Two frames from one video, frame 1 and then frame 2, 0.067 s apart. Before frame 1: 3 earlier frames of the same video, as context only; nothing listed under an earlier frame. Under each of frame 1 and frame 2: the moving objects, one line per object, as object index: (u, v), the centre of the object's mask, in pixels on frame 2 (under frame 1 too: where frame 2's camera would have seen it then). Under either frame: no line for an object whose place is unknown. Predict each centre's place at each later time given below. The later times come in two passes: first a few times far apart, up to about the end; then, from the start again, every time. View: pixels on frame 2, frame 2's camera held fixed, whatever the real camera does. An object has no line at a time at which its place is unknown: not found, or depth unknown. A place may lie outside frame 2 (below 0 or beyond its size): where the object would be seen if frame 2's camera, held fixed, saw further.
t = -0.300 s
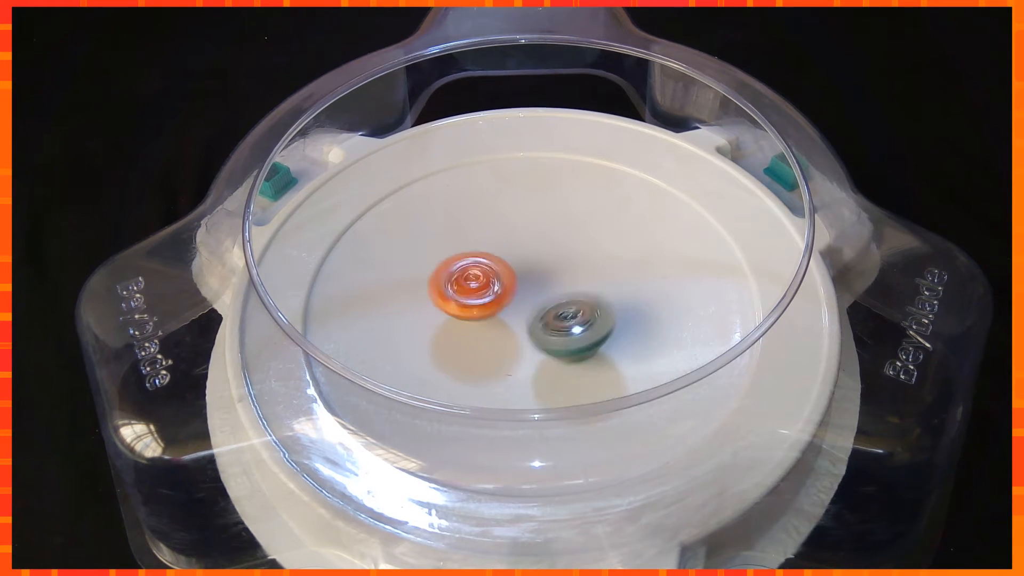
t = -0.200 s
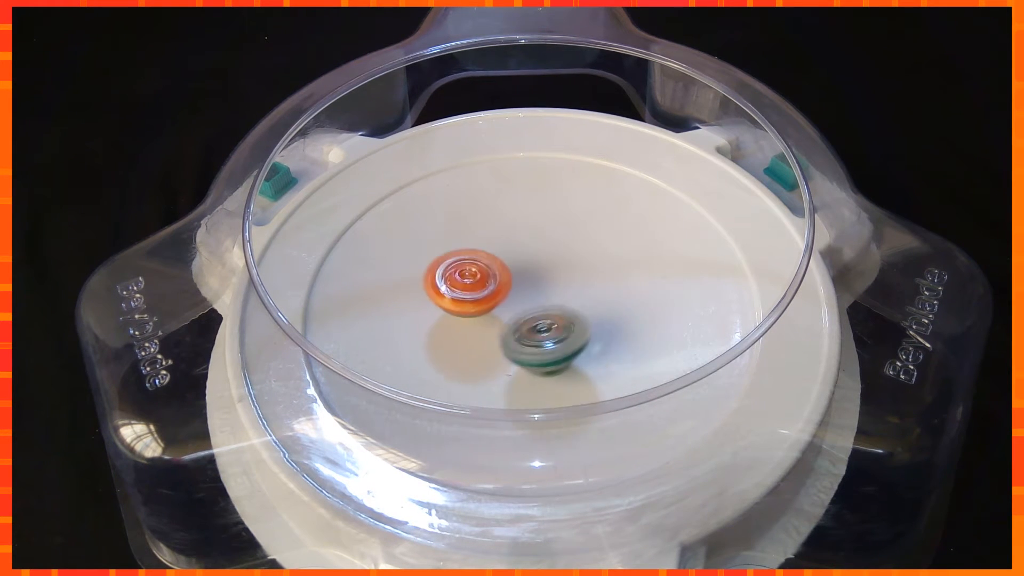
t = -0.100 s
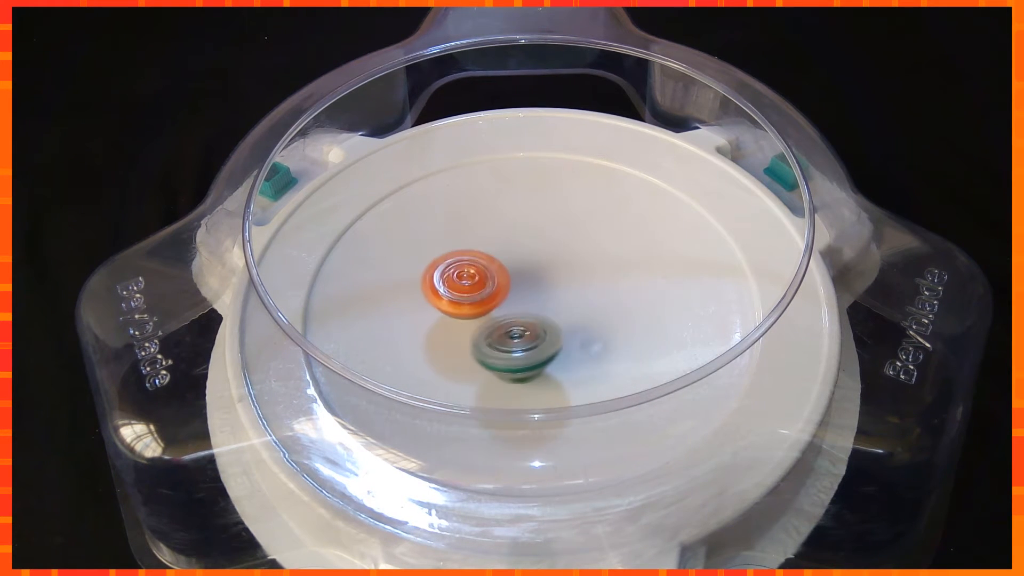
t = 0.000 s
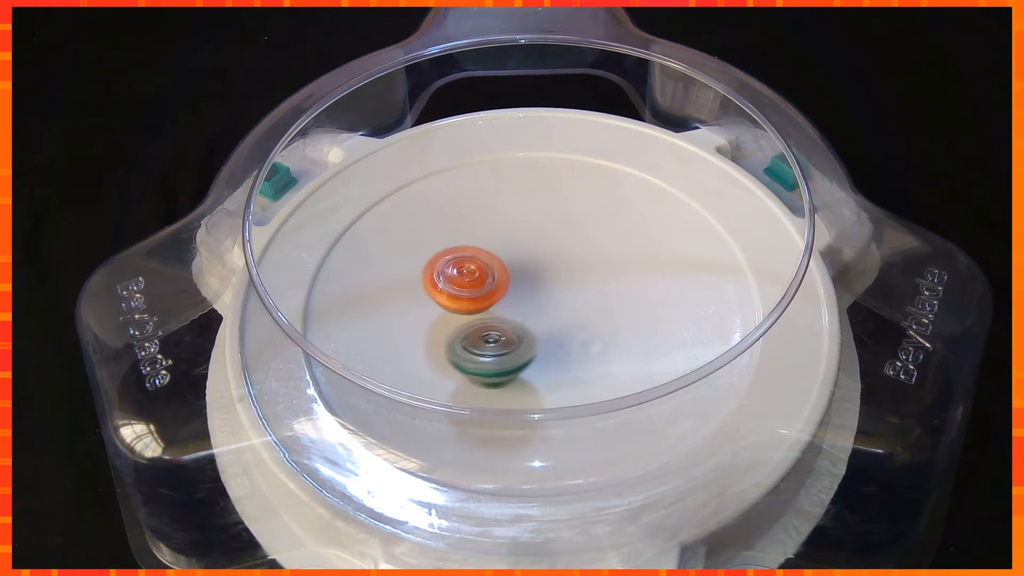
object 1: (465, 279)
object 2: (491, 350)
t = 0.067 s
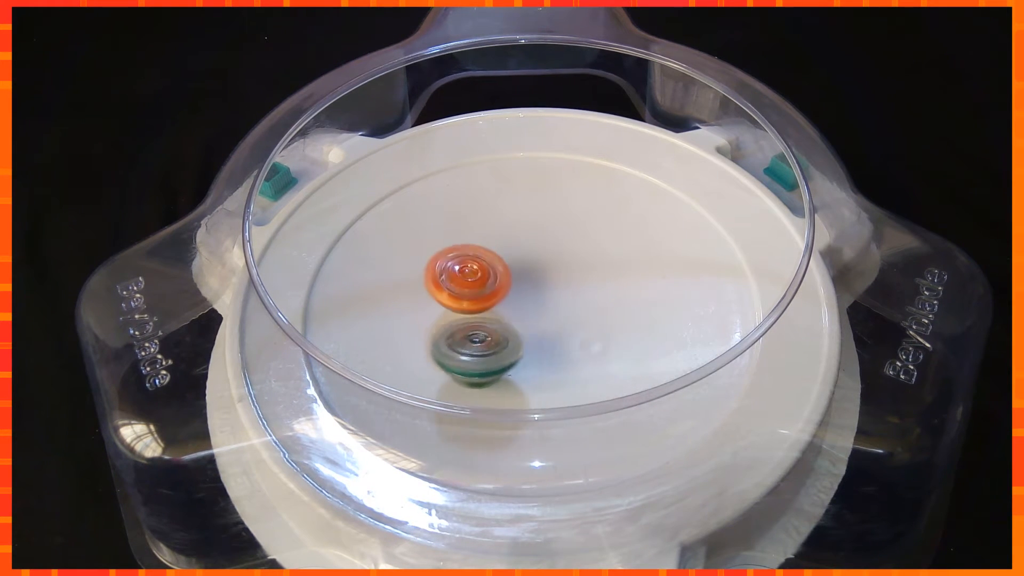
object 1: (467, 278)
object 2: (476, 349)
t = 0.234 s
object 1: (474, 275)
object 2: (442, 342)
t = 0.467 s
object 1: (493, 274)
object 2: (423, 320)
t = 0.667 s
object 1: (512, 274)
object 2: (421, 297)
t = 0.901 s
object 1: (548, 290)
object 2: (440, 276)
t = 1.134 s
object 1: (557, 316)
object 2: (485, 257)
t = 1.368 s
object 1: (541, 330)
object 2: (523, 248)
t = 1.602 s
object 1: (509, 327)
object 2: (556, 261)
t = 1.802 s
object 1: (478, 306)
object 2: (568, 285)
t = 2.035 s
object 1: (470, 275)
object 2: (553, 319)
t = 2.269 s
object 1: (489, 258)
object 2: (516, 338)
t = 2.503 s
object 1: (521, 259)
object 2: (481, 330)
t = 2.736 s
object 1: (556, 280)
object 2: (465, 303)
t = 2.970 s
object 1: (562, 310)
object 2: (478, 275)
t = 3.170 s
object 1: (539, 329)
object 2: (505, 259)
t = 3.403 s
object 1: (499, 329)
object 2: (540, 259)
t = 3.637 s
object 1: (467, 304)
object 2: (561, 276)
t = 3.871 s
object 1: (471, 272)
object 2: (557, 305)
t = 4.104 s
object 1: (502, 255)
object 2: (523, 325)
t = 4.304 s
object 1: (537, 259)
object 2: (490, 324)
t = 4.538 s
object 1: (564, 286)
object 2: (467, 306)
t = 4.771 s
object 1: (557, 318)
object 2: (474, 282)
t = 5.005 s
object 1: (515, 336)
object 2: (506, 266)
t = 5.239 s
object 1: (473, 318)
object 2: (541, 268)
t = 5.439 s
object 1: (463, 289)
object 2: (562, 280)
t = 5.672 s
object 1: (486, 258)
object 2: (556, 304)
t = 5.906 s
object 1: (529, 250)
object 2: (523, 325)
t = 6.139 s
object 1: (562, 275)
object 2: (482, 327)
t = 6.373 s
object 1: (559, 315)
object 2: (466, 308)
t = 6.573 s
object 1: (532, 338)
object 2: (468, 280)
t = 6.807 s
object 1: (486, 327)
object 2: (499, 256)
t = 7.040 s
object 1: (468, 287)
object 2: (540, 249)
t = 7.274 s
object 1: (487, 262)
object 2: (579, 265)
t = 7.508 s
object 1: (508, 264)
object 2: (592, 306)
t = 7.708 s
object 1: (519, 277)
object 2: (565, 338)
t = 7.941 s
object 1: (524, 282)
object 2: (485, 347)
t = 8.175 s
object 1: (526, 284)
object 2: (424, 293)
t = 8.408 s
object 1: (523, 282)
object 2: (445, 249)
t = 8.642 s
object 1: (520, 292)
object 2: (487, 230)
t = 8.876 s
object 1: (493, 312)
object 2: (543, 228)
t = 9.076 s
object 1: (480, 305)
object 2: (581, 254)
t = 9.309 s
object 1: (486, 288)
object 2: (578, 312)
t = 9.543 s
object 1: (485, 288)
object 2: (533, 352)
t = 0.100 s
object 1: (468, 278)
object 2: (470, 347)
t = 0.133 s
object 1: (468, 278)
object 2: (463, 348)
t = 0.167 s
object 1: (470, 277)
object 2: (456, 346)
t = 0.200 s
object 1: (472, 276)
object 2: (448, 345)
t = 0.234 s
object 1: (474, 275)
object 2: (442, 342)
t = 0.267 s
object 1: (476, 275)
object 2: (438, 340)
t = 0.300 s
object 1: (479, 275)
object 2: (436, 336)
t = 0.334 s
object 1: (483, 275)
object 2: (431, 334)
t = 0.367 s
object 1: (486, 275)
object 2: (427, 331)
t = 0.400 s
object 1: (488, 275)
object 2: (425, 328)
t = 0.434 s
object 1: (489, 274)
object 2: (425, 324)
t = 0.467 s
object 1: (493, 274)
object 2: (423, 320)
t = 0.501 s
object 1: (498, 272)
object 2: (421, 317)
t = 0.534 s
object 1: (500, 273)
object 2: (420, 313)
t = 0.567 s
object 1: (503, 273)
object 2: (421, 309)
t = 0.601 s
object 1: (505, 273)
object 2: (422, 305)
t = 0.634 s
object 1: (507, 274)
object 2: (423, 301)
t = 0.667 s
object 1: (512, 274)
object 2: (421, 297)
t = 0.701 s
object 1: (520, 275)
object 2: (419, 293)
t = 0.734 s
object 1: (525, 276)
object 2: (420, 290)
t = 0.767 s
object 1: (531, 279)
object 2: (423, 287)
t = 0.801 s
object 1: (536, 282)
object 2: (426, 284)
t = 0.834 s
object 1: (540, 284)
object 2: (429, 281)
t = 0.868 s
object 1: (544, 287)
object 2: (434, 278)
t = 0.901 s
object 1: (548, 290)
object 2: (440, 276)
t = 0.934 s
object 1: (550, 293)
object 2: (445, 274)
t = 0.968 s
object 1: (552, 297)
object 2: (451, 271)
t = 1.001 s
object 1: (553, 300)
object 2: (459, 270)
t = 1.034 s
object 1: (553, 303)
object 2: (466, 268)
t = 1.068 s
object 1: (552, 306)
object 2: (475, 266)
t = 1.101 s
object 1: (552, 309)
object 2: (483, 264)
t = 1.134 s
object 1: (557, 316)
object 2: (485, 257)
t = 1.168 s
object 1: (558, 320)
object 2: (490, 253)
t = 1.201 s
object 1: (556, 322)
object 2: (496, 251)
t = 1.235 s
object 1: (554, 325)
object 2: (502, 249)
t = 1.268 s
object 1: (551, 327)
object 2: (507, 248)
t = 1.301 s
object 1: (548, 329)
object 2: (512, 248)
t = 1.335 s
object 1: (544, 330)
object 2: (518, 247)
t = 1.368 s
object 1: (541, 330)
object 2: (523, 248)
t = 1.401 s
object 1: (538, 331)
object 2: (529, 248)
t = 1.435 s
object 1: (534, 331)
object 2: (534, 249)
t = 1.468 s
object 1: (530, 331)
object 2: (539, 251)
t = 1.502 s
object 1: (525, 331)
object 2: (544, 253)
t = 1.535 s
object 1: (520, 330)
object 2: (549, 255)
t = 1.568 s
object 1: (514, 329)
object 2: (553, 258)
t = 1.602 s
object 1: (509, 327)
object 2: (556, 261)
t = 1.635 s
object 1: (503, 324)
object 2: (559, 265)
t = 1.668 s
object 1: (498, 322)
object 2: (562, 269)
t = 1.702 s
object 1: (492, 318)
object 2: (564, 273)
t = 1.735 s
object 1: (487, 314)
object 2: (566, 276)
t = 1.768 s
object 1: (482, 310)
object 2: (568, 281)
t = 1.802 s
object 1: (478, 306)
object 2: (568, 285)
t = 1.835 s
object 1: (475, 302)
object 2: (568, 289)
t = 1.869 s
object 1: (472, 298)
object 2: (568, 294)
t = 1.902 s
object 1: (471, 293)
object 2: (567, 299)
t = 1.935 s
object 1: (470, 288)
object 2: (565, 305)
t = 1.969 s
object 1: (469, 284)
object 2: (561, 309)
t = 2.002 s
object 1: (469, 280)
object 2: (558, 314)
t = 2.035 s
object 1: (470, 275)
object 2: (553, 319)
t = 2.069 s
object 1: (472, 271)
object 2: (548, 323)
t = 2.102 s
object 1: (473, 268)
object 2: (543, 327)
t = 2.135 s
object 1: (476, 265)
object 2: (537, 330)
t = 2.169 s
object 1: (479, 262)
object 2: (532, 333)
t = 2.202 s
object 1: (482, 260)
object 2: (527, 335)
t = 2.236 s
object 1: (486, 259)
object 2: (522, 337)
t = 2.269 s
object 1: (489, 258)
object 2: (516, 338)
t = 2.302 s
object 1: (493, 257)
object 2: (511, 338)
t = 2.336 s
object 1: (497, 257)
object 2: (505, 338)
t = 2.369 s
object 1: (502, 257)
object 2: (500, 338)
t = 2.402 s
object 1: (506, 257)
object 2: (494, 337)
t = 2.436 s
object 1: (511, 257)
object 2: (489, 335)
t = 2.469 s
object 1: (516, 258)
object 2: (484, 333)
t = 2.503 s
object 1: (521, 259)
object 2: (481, 330)
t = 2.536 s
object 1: (526, 261)
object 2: (476, 327)
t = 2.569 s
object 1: (531, 263)
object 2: (473, 323)
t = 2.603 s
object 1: (536, 266)
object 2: (470, 319)
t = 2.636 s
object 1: (542, 269)
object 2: (468, 315)
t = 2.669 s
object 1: (547, 272)
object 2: (466, 312)
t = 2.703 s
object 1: (551, 276)
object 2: (465, 308)
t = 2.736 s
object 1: (556, 280)
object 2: (465, 303)
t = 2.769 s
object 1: (559, 284)
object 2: (465, 299)
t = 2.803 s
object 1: (562, 288)
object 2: (466, 295)
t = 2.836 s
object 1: (564, 292)
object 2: (468, 291)
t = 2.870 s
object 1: (564, 297)
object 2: (469, 286)
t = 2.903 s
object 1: (564, 301)
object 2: (471, 282)
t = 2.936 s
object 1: (564, 306)
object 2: (474, 278)
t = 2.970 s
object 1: (562, 310)
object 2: (478, 275)
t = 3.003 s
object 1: (559, 313)
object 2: (482, 271)
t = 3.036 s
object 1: (556, 317)
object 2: (486, 268)
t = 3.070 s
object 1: (553, 320)
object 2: (490, 265)
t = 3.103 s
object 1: (549, 324)
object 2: (495, 263)
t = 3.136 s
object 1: (544, 327)
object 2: (500, 261)
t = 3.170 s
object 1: (539, 329)
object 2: (505, 259)
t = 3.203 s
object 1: (534, 331)
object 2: (511, 258)
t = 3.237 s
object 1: (529, 332)
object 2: (516, 257)
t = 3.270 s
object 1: (524, 333)
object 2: (521, 256)
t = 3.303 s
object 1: (518, 333)
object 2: (526, 256)
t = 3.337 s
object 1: (512, 332)
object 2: (531, 256)
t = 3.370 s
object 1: (505, 331)
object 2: (535, 257)
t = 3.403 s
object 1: (499, 329)
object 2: (540, 259)
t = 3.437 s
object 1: (493, 327)
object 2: (544, 260)
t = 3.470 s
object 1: (486, 324)
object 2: (548, 262)
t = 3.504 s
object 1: (481, 321)
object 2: (552, 264)
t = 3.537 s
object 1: (476, 317)
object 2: (555, 267)
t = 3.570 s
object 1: (472, 313)
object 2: (557, 270)
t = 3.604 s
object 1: (469, 308)
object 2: (559, 273)
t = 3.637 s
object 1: (467, 304)
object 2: (561, 276)
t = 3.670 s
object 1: (465, 299)
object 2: (562, 280)
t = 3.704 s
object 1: (464, 294)
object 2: (563, 284)
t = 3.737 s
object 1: (464, 290)
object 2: (563, 288)
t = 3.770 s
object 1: (465, 285)
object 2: (563, 292)
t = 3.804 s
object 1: (466, 281)
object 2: (562, 296)
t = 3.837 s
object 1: (468, 276)
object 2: (560, 301)
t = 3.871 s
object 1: (471, 272)
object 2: (557, 305)
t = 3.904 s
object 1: (474, 268)
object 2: (554, 309)
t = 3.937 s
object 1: (478, 265)
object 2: (548, 312)
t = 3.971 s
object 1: (482, 262)
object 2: (544, 316)
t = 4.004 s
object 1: (487, 259)
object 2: (539, 319)
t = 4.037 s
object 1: (492, 258)
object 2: (534, 321)
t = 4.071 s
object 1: (497, 256)
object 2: (528, 323)
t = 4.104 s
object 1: (502, 255)
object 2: (523, 325)
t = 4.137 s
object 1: (508, 255)
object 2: (517, 325)
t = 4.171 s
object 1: (514, 254)
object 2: (513, 325)
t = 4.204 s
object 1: (520, 255)
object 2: (505, 327)
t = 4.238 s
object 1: (526, 256)
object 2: (500, 326)
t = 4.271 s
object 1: (531, 257)
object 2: (495, 326)
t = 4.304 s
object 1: (537, 259)
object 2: (490, 324)
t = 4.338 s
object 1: (542, 262)
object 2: (485, 323)
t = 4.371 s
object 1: (546, 265)
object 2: (481, 321)
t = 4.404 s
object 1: (550, 268)
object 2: (477, 318)
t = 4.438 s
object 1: (554, 272)
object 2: (473, 315)
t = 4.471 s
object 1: (558, 277)
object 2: (471, 312)
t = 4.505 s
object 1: (561, 281)
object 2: (469, 309)
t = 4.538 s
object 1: (564, 286)
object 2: (467, 306)
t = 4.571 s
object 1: (565, 291)
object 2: (467, 302)
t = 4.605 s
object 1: (566, 295)
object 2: (466, 298)
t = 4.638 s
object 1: (565, 301)
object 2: (467, 295)
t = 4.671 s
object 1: (565, 306)
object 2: (468, 291)
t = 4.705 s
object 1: (563, 310)
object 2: (470, 288)
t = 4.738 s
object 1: (560, 314)
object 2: (471, 285)
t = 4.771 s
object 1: (557, 318)
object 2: (474, 282)
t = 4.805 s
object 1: (552, 322)
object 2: (477, 279)
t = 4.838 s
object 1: (546, 326)
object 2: (481, 277)
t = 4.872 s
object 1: (540, 330)
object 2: (486, 274)
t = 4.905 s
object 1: (534, 332)
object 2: (491, 271)
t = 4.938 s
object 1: (528, 334)
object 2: (495, 269)
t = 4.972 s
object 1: (521, 335)
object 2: (501, 268)
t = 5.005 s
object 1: (515, 336)
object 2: (506, 266)
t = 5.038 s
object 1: (508, 335)
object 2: (511, 265)
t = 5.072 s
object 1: (501, 334)
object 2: (517, 265)
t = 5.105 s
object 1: (495, 333)
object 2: (522, 265)
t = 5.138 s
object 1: (489, 330)
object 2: (527, 265)
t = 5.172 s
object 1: (483, 326)
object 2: (532, 265)
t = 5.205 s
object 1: (478, 323)
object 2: (537, 266)
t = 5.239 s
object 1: (473, 318)
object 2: (541, 268)
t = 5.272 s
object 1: (469, 314)
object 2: (545, 269)
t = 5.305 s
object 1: (466, 309)
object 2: (549, 271)
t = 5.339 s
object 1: (464, 304)
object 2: (553, 273)
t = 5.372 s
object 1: (462, 299)
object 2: (556, 276)
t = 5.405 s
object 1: (462, 294)
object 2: (559, 278)
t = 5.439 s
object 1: (463, 289)
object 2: (562, 280)
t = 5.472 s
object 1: (464, 284)
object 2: (563, 283)
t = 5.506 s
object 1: (467, 279)
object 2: (563, 286)
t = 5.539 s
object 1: (469, 274)
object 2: (563, 290)
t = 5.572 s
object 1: (473, 269)
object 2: (563, 294)
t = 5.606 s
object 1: (477, 264)
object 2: (561, 297)
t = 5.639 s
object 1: (482, 261)
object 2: (559, 301)
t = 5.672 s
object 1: (486, 258)
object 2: (556, 304)
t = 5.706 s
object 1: (492, 256)
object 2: (552, 309)
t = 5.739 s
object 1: (498, 254)
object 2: (548, 311)
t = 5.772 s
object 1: (504, 252)
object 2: (544, 315)
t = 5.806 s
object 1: (511, 250)
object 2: (540, 318)
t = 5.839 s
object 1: (517, 249)
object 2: (534, 321)
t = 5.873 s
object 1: (523, 249)
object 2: (529, 323)
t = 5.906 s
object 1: (529, 250)
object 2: (523, 325)
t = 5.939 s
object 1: (534, 252)
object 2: (516, 327)
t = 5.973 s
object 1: (539, 255)
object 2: (510, 328)
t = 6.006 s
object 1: (544, 258)
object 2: (503, 329)
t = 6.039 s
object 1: (550, 262)
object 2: (497, 329)
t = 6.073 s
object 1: (555, 266)
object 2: (492, 328)
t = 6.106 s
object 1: (559, 270)
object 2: (486, 328)
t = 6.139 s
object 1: (562, 275)
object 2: (482, 327)
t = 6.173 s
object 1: (564, 281)
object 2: (479, 325)
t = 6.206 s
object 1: (565, 287)
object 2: (475, 323)
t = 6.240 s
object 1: (566, 293)
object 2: (472, 320)
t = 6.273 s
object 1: (566, 299)
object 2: (469, 318)
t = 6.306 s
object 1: (565, 305)
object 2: (467, 315)
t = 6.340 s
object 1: (562, 310)
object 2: (466, 311)
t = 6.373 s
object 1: (559, 315)
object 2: (466, 308)
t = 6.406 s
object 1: (556, 321)
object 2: (465, 304)
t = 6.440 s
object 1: (553, 327)
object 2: (463, 299)
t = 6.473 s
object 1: (549, 332)
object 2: (463, 294)
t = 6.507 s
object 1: (544, 335)
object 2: (464, 289)
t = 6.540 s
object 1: (538, 337)
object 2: (466, 284)
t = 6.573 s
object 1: (532, 338)
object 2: (468, 280)
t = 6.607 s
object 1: (525, 339)
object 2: (471, 276)
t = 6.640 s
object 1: (518, 339)
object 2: (474, 273)
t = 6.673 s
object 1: (512, 338)
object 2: (478, 270)
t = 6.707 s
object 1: (505, 335)
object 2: (481, 267)
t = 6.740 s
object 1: (498, 333)
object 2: (486, 264)
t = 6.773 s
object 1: (492, 330)
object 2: (491, 259)
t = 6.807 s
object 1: (486, 327)
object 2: (499, 256)
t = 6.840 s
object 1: (481, 322)
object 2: (506, 253)
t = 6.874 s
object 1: (477, 317)
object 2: (512, 250)
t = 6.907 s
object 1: (474, 311)
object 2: (518, 249)
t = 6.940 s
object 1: (471, 305)
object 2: (524, 248)
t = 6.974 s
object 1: (469, 299)
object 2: (528, 248)
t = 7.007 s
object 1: (469, 293)
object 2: (533, 248)
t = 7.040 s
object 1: (468, 287)
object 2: (540, 249)
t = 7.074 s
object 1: (468, 282)
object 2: (547, 250)
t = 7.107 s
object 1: (469, 278)
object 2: (555, 251)
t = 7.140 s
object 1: (471, 274)
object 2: (561, 253)
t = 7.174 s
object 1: (475, 270)
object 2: (567, 256)
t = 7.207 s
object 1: (478, 266)
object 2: (573, 260)
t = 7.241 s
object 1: (482, 263)
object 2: (577, 262)
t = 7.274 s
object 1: (487, 262)
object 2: (579, 265)
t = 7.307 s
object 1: (492, 260)
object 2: (581, 270)
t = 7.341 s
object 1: (495, 258)
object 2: (587, 275)
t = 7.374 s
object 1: (496, 259)
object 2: (590, 281)
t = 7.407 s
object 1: (498, 260)
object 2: (592, 288)
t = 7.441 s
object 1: (500, 261)
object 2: (594, 293)
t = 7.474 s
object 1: (504, 263)
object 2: (594, 300)
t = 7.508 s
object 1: (508, 264)
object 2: (592, 306)
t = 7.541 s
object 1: (511, 267)
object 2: (591, 312)
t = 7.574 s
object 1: (515, 270)
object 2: (587, 317)
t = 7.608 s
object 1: (519, 273)
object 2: (582, 324)
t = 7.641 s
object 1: (520, 274)
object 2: (577, 328)
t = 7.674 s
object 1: (520, 275)
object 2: (572, 335)
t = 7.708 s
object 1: (519, 277)
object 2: (565, 338)
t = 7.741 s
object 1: (520, 279)
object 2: (557, 342)
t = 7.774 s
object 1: (519, 280)
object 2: (549, 345)
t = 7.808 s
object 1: (517, 282)
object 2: (541, 347)
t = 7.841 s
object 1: (516, 284)
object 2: (531, 348)
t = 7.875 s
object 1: (516, 285)
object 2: (522, 348)
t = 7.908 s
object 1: (519, 284)
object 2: (500, 351)
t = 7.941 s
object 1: (524, 282)
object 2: (485, 347)
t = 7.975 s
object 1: (528, 282)
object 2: (471, 342)
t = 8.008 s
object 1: (529, 283)
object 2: (459, 334)
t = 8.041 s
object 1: (528, 283)
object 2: (448, 326)
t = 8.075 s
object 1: (527, 283)
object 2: (438, 318)
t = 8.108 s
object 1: (527, 282)
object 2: (431, 309)
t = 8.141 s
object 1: (527, 283)
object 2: (426, 301)
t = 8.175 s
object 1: (526, 284)
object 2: (424, 293)
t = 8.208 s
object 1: (525, 283)
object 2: (421, 285)
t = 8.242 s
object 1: (524, 283)
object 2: (422, 277)
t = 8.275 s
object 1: (524, 283)
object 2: (423, 271)
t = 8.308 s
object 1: (524, 283)
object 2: (427, 265)
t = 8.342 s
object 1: (522, 282)
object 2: (432, 259)
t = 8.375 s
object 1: (523, 282)
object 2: (438, 254)
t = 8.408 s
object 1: (523, 282)
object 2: (445, 249)
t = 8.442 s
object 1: (525, 285)
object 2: (449, 243)
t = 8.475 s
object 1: (524, 287)
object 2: (455, 240)
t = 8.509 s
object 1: (523, 286)
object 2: (462, 237)
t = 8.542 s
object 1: (524, 287)
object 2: (467, 234)
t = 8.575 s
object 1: (523, 289)
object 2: (473, 231)
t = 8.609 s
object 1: (522, 290)
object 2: (480, 230)
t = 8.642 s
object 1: (520, 292)
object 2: (487, 230)
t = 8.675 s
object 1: (519, 296)
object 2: (494, 228)
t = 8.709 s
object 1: (517, 299)
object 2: (499, 229)
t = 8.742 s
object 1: (514, 301)
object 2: (506, 230)
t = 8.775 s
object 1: (512, 301)
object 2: (513, 232)
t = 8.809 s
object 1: (509, 302)
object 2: (521, 234)
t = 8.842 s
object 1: (499, 309)
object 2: (532, 232)
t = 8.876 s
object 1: (493, 312)
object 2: (543, 228)
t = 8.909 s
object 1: (487, 314)
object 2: (553, 230)
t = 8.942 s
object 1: (485, 313)
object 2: (561, 233)
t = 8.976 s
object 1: (482, 311)
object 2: (568, 237)
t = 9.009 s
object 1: (481, 309)
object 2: (574, 242)
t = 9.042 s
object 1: (481, 307)
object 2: (578, 247)
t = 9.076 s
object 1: (480, 305)
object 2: (581, 254)
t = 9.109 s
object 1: (482, 303)
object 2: (584, 261)
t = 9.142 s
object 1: (482, 301)
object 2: (586, 268)
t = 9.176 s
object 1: (484, 299)
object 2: (586, 275)
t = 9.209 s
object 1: (486, 296)
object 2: (584, 285)
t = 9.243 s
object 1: (489, 295)
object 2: (579, 294)
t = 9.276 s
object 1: (488, 290)
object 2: (577, 302)
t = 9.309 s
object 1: (486, 288)
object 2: (578, 312)
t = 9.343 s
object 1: (488, 287)
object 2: (576, 319)
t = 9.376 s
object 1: (488, 290)
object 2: (570, 325)
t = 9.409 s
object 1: (488, 289)
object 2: (563, 333)
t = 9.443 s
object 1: (485, 286)
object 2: (558, 340)
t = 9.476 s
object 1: (487, 285)
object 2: (551, 346)
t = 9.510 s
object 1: (486, 287)
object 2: (542, 350)
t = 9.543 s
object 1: (485, 288)
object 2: (533, 352)
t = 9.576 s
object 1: (486, 288)
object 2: (525, 352)
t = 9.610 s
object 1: (489, 286)
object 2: (515, 357)
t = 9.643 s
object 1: (494, 281)
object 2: (505, 357)
